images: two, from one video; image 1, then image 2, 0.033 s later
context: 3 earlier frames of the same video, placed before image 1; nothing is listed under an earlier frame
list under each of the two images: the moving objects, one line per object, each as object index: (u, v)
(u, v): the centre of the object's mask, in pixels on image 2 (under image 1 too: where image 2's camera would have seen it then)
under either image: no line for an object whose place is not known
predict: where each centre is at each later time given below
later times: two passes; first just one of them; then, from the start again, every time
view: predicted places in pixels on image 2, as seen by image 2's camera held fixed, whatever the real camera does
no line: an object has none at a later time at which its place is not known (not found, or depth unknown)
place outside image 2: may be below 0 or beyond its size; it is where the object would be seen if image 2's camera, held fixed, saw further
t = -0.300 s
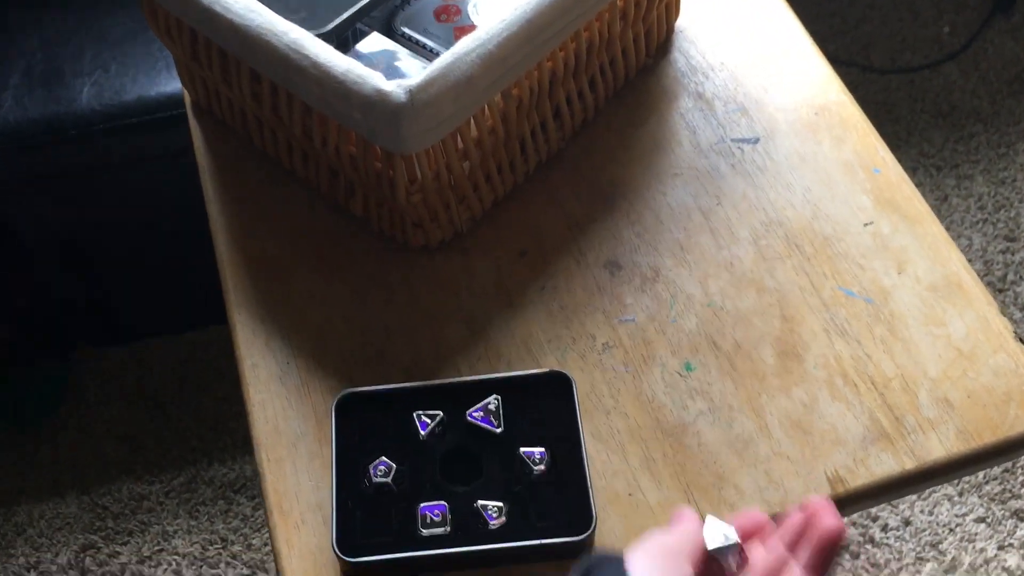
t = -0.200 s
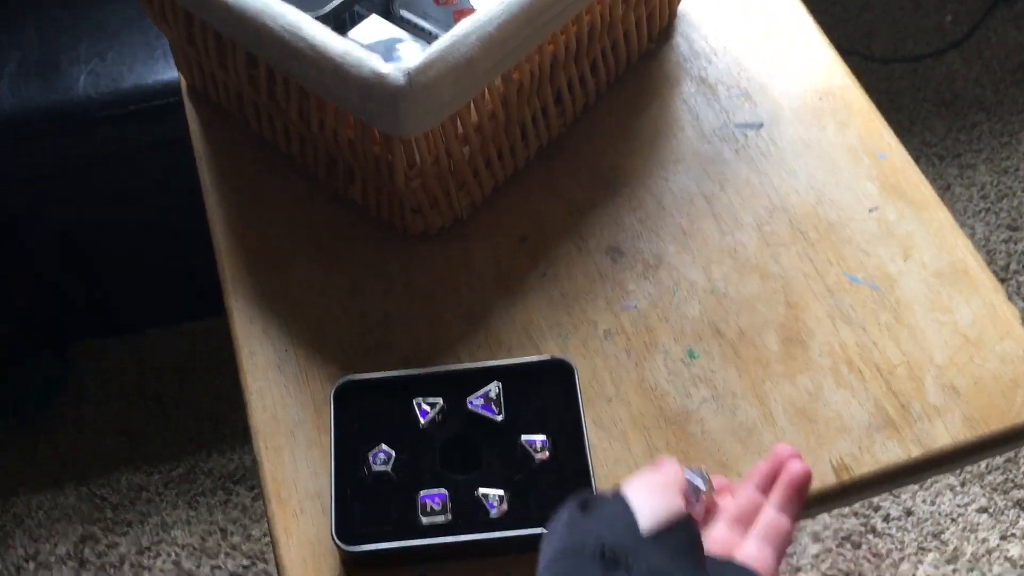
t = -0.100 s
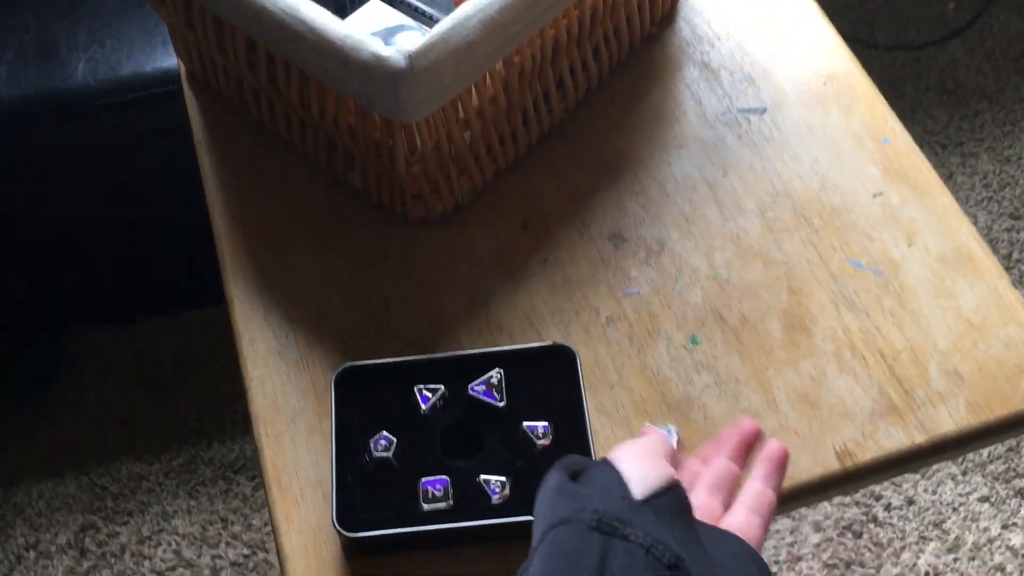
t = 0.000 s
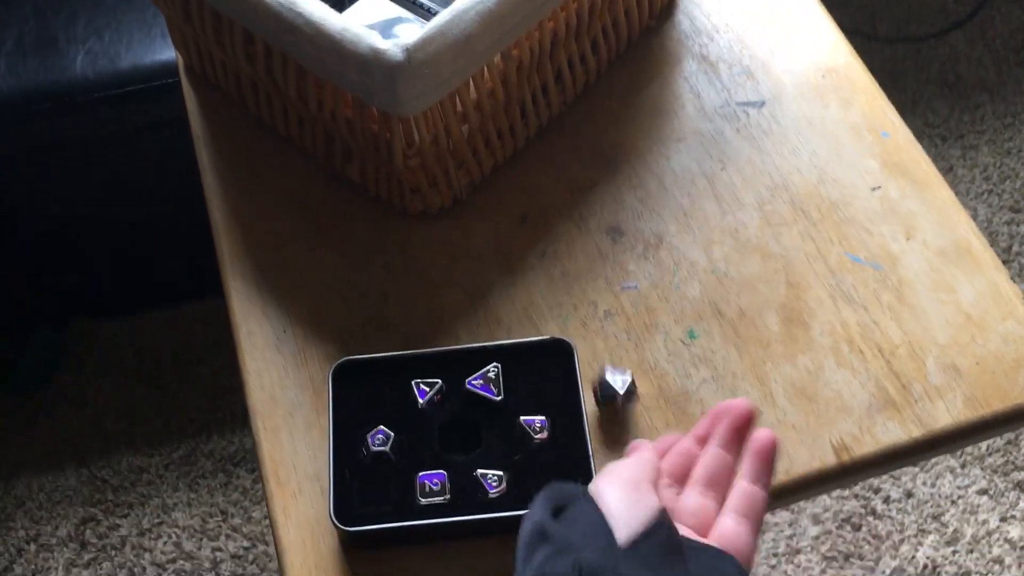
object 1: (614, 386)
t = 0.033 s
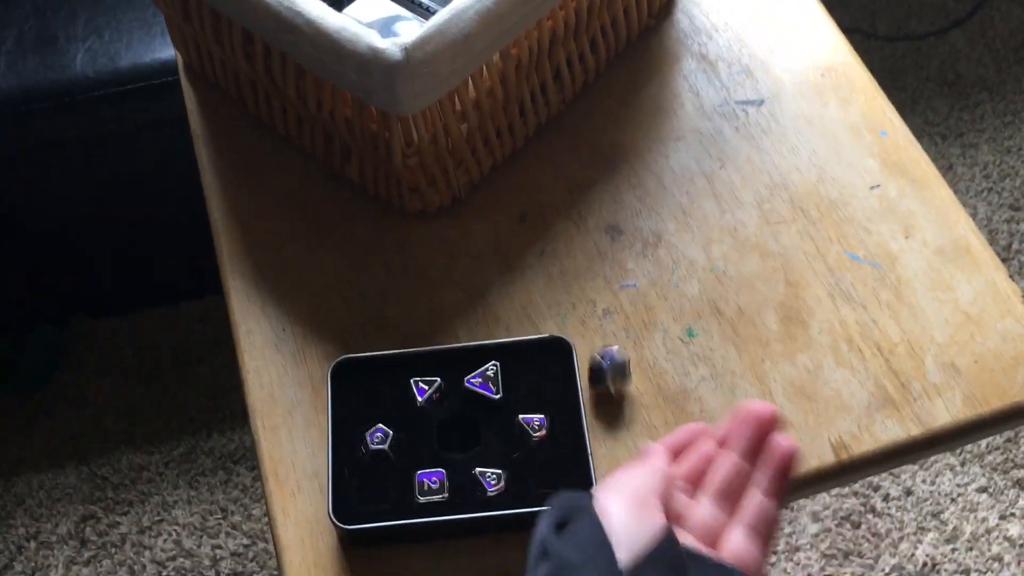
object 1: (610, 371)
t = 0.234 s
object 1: (600, 325)
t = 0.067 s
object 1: (609, 355)
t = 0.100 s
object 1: (607, 343)
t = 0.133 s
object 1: (605, 333)
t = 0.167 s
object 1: (602, 328)
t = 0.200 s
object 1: (601, 325)
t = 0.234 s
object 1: (600, 325)
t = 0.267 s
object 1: (598, 328)
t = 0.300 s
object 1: (595, 331)
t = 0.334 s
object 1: (594, 331)
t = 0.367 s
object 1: (594, 331)
